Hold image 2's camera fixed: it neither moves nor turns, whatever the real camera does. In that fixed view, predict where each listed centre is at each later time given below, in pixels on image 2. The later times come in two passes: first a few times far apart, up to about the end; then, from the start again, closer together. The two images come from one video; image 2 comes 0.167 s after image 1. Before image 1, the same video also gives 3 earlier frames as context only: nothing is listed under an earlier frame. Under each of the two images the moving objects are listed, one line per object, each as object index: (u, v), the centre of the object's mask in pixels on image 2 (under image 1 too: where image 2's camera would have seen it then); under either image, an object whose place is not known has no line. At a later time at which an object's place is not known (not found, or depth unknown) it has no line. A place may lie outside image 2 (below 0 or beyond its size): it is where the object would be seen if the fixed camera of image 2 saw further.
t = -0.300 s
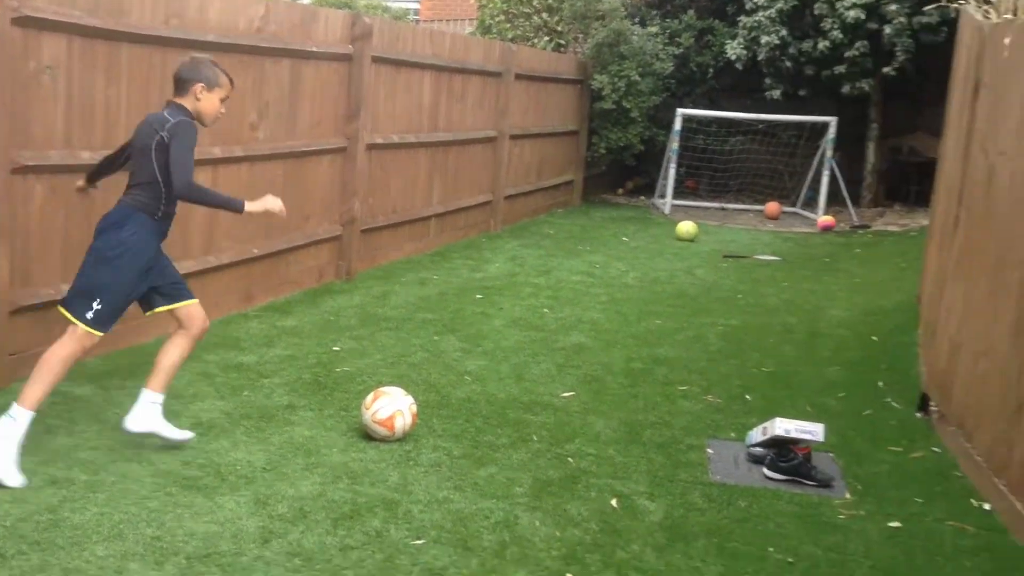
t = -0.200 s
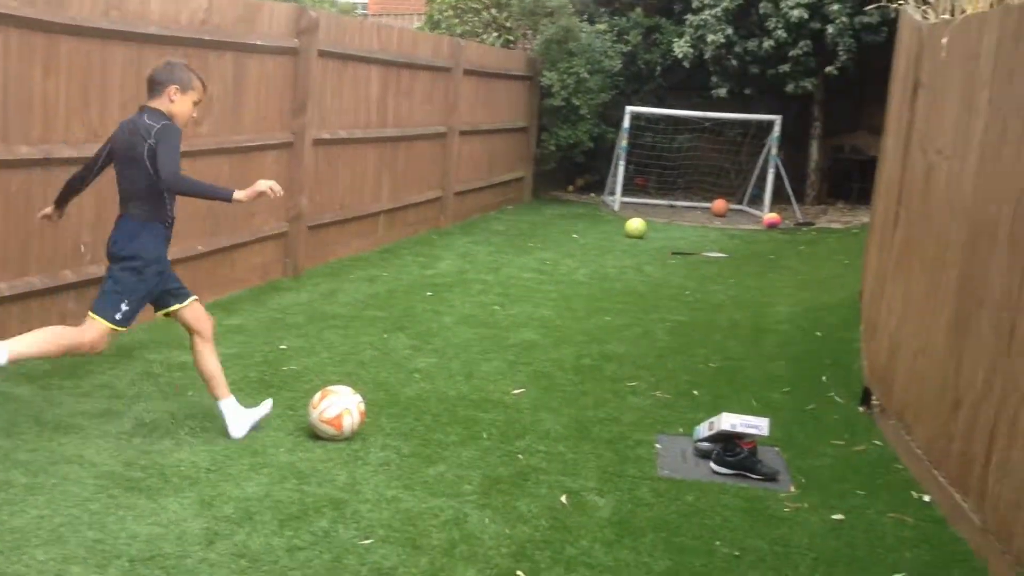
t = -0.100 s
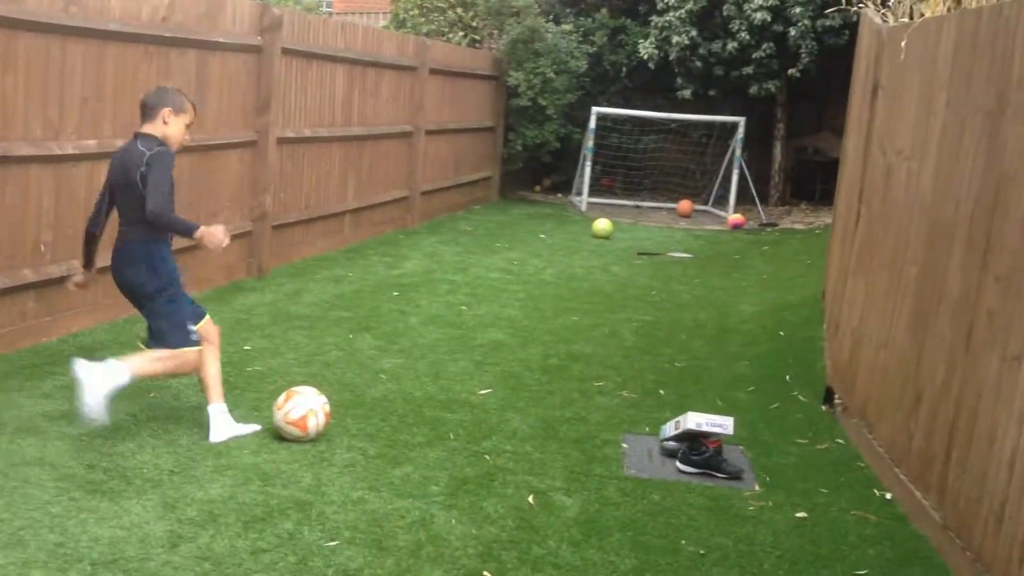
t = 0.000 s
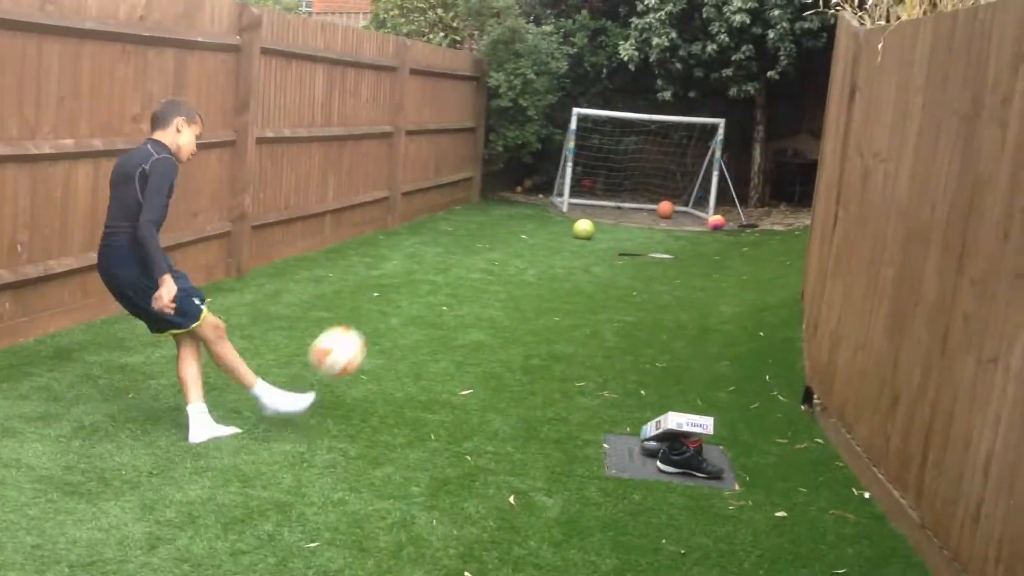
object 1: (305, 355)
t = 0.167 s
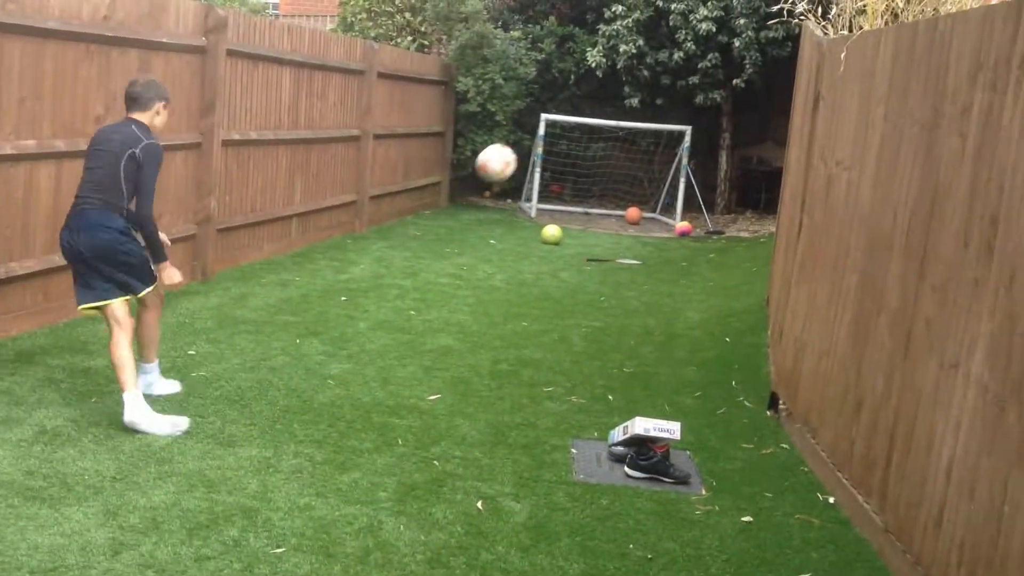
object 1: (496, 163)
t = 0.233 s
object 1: (543, 120)
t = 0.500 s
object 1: (657, 56)
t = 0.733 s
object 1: (704, 70)
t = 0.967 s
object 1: (733, 122)
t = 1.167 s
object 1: (778, 192)
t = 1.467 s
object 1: (701, 234)
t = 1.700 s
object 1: (618, 227)
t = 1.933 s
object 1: (533, 226)
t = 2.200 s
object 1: (438, 224)
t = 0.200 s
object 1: (521, 140)
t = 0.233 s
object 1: (543, 120)
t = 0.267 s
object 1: (564, 104)
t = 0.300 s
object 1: (582, 92)
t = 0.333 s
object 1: (598, 81)
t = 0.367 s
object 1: (612, 73)
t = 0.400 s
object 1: (625, 67)
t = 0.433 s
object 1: (637, 62)
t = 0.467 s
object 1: (648, 58)
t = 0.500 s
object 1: (657, 56)
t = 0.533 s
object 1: (666, 55)
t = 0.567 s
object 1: (674, 55)
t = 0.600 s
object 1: (681, 56)
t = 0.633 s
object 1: (688, 59)
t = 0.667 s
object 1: (694, 62)
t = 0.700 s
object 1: (699, 65)
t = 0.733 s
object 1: (704, 70)
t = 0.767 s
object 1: (708, 76)
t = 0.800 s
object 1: (712, 81)
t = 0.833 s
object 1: (717, 86)
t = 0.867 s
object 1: (721, 96)
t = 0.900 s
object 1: (724, 105)
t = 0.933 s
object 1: (727, 114)
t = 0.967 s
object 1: (733, 122)
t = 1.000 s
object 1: (741, 130)
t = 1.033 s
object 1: (749, 140)
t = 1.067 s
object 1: (758, 152)
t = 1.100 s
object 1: (766, 164)
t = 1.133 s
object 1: (774, 178)
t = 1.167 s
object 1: (778, 192)
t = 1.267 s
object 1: (772, 224)
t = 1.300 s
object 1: (763, 230)
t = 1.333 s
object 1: (751, 229)
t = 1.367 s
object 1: (738, 230)
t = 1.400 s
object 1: (726, 230)
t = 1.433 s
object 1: (714, 231)
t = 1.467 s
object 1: (701, 234)
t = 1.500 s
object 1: (688, 235)
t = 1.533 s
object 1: (677, 232)
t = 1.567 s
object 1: (666, 228)
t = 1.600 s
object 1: (654, 227)
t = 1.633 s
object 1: (643, 226)
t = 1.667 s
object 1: (631, 226)
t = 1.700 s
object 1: (618, 227)
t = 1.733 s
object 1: (606, 229)
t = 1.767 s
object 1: (593, 231)
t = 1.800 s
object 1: (582, 228)
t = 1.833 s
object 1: (570, 226)
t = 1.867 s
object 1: (559, 222)
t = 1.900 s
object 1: (545, 221)
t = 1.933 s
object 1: (533, 226)
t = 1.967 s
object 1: (521, 227)
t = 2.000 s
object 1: (509, 227)
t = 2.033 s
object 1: (498, 224)
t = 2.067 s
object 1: (486, 222)
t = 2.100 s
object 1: (475, 222)
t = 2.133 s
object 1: (462, 222)
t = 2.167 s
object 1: (451, 223)
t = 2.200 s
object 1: (438, 224)
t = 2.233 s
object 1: (427, 223)
